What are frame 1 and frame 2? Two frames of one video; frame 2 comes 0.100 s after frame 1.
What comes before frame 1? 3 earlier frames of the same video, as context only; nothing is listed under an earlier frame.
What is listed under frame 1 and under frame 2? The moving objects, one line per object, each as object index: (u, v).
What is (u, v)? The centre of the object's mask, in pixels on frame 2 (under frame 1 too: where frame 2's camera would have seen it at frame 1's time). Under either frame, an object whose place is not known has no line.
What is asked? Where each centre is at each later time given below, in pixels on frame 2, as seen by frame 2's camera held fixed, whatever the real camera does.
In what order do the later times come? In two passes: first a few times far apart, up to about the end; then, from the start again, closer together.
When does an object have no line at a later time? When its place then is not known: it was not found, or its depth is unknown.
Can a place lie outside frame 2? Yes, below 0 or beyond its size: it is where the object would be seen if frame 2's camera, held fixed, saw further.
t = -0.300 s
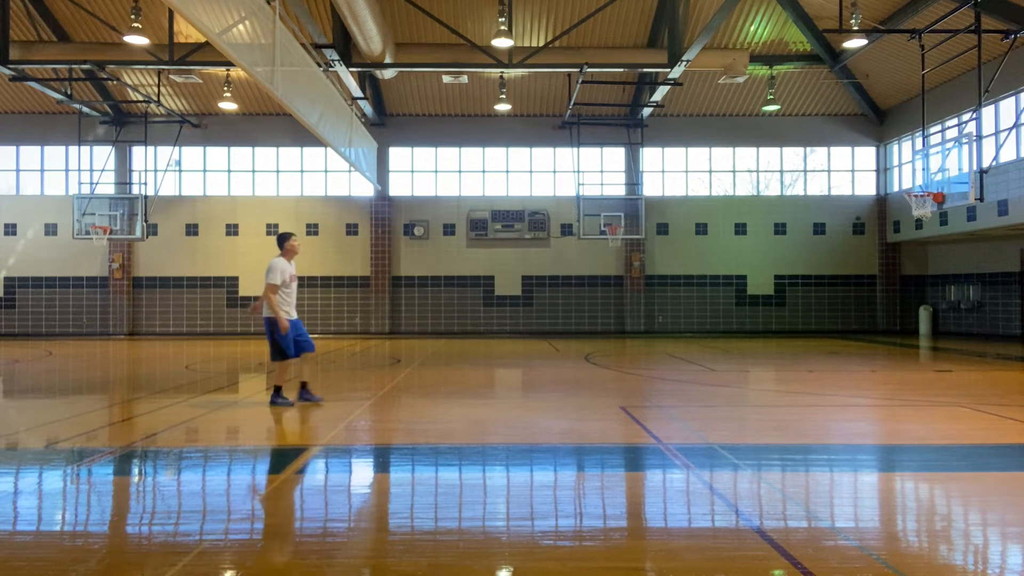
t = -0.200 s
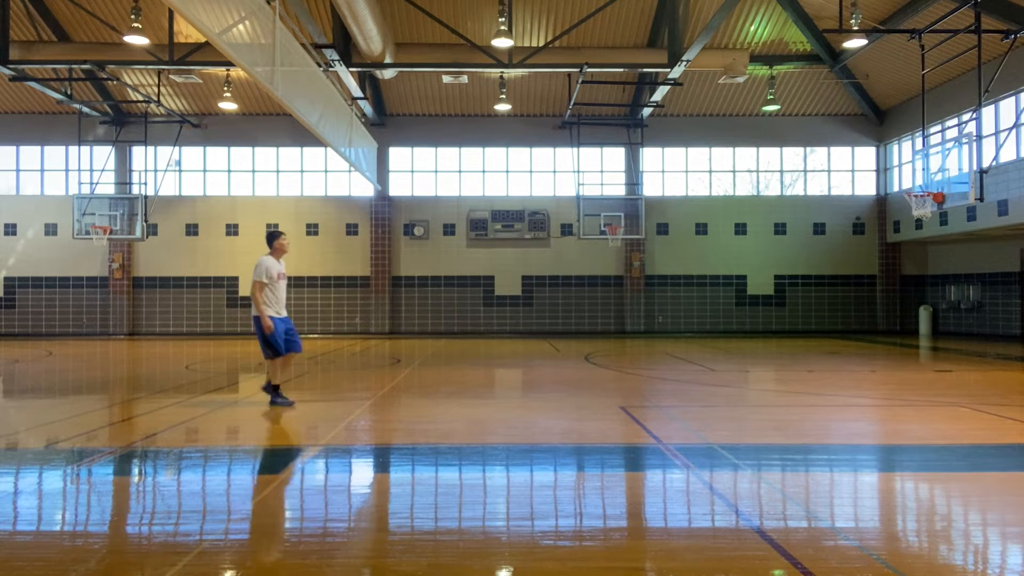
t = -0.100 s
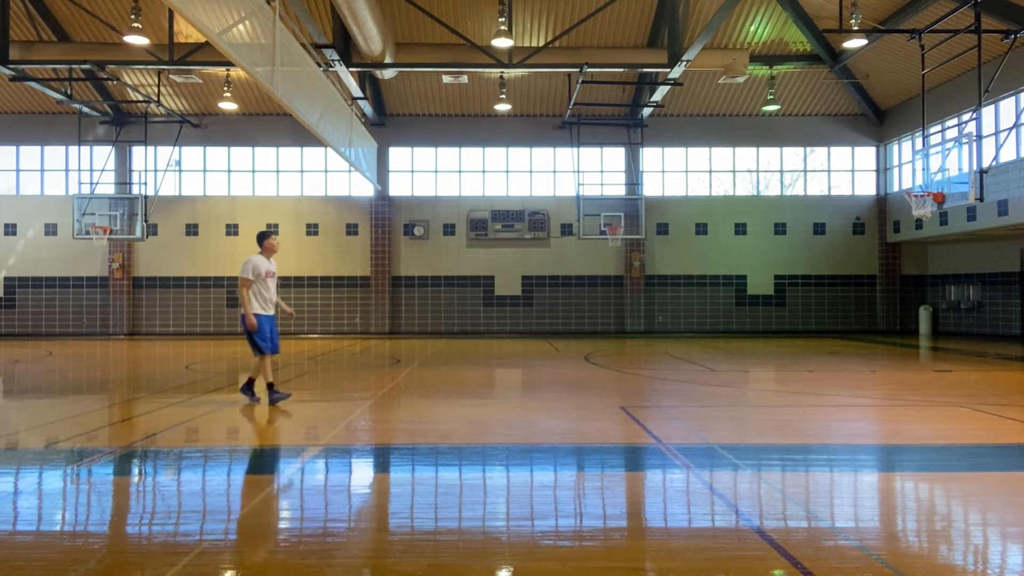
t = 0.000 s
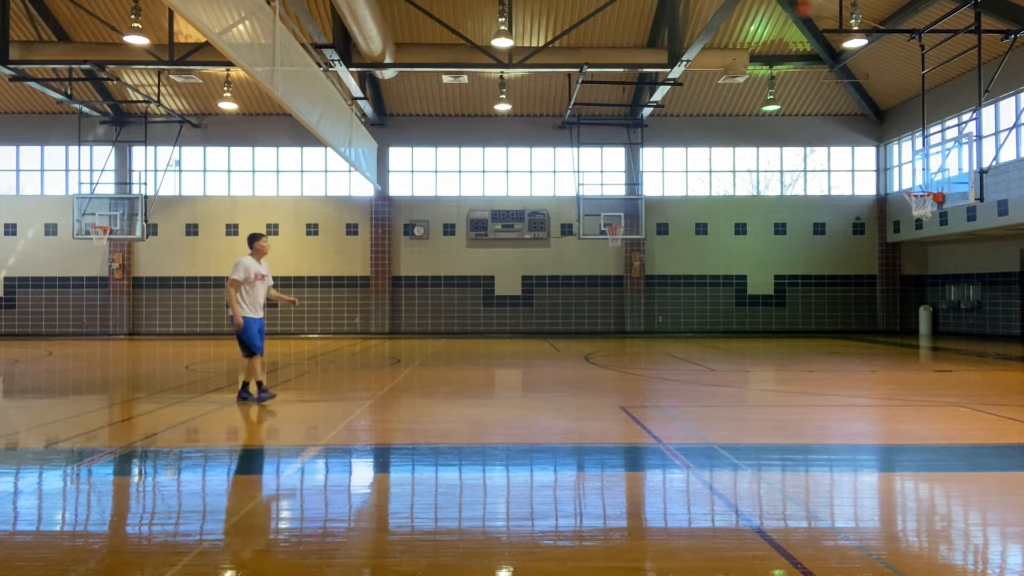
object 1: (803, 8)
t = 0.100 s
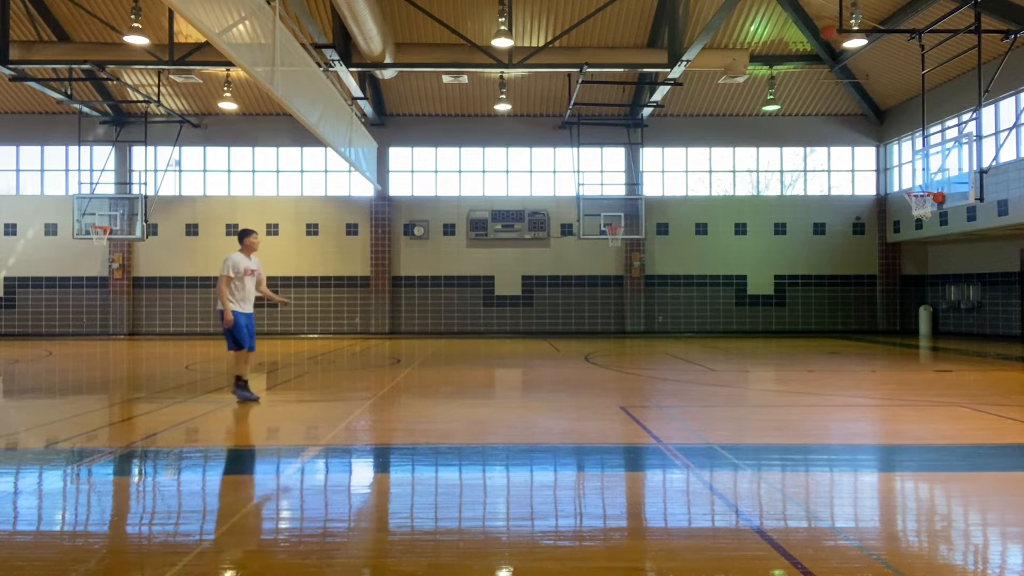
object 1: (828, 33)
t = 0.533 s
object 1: (917, 176)
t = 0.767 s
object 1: (913, 234)
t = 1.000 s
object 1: (893, 295)
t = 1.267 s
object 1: (872, 326)
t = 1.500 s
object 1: (852, 287)
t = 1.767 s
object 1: (831, 276)
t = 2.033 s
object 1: (810, 299)
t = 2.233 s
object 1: (794, 338)
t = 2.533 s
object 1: (774, 316)
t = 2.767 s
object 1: (757, 311)
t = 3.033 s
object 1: (739, 337)
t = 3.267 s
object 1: (724, 331)
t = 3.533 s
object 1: (709, 328)
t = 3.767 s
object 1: (695, 347)
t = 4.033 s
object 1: (680, 334)
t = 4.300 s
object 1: (665, 346)
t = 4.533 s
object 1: (653, 340)
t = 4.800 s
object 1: (639, 343)
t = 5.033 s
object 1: (627, 347)
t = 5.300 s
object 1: (614, 347)
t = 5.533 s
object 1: (601, 348)
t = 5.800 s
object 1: (588, 349)
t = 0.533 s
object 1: (917, 176)
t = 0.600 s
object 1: (929, 200)
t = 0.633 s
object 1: (923, 210)
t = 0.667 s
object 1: (921, 215)
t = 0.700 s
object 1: (918, 221)
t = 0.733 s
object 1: (915, 227)
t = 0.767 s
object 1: (913, 234)
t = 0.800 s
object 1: (909, 242)
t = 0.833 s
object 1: (906, 249)
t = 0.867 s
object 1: (904, 257)
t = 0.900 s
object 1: (901, 266)
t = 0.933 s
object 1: (898, 275)
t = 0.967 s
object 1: (896, 285)
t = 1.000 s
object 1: (893, 295)
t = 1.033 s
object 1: (891, 306)
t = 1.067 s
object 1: (888, 317)
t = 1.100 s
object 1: (886, 328)
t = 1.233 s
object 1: (875, 333)
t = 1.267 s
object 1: (872, 326)
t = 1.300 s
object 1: (869, 318)
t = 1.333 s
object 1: (866, 311)
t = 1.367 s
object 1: (863, 306)
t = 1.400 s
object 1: (861, 300)
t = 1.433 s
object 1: (858, 296)
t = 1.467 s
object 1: (855, 291)
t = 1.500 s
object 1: (852, 287)
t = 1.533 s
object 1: (850, 284)
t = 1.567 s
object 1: (847, 282)
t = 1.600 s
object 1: (844, 279)
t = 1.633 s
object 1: (841, 277)
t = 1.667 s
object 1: (839, 276)
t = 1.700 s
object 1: (837, 276)
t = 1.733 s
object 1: (834, 276)
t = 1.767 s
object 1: (831, 276)
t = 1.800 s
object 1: (828, 277)
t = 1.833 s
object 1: (825, 279)
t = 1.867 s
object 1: (823, 281)
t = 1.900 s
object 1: (820, 283)
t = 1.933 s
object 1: (817, 287)
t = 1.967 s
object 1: (815, 291)
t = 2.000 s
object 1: (812, 294)
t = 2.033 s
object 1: (810, 299)
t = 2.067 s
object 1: (807, 305)
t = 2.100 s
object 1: (804, 310)
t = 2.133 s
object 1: (802, 317)
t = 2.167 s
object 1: (800, 323)
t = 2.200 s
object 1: (797, 331)
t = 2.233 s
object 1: (794, 338)
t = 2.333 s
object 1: (788, 340)
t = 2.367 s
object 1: (785, 334)
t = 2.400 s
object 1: (783, 331)
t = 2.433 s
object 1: (780, 326)
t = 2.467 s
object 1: (778, 323)
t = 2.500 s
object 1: (776, 319)
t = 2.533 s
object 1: (774, 316)
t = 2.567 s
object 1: (771, 314)
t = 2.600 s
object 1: (769, 311)
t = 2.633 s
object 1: (766, 311)
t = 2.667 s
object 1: (765, 310)
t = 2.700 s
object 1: (762, 309)
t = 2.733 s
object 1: (759, 310)
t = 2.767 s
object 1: (757, 311)
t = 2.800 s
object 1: (754, 313)
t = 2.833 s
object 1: (753, 314)
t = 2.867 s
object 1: (750, 317)
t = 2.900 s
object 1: (748, 320)
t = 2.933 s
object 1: (745, 323)
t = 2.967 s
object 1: (743, 328)
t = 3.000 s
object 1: (741, 332)
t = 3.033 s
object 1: (739, 337)
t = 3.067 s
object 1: (737, 343)
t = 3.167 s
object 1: (731, 341)
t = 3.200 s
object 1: (728, 337)
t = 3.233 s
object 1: (727, 333)
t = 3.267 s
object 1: (724, 331)
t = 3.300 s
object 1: (722, 329)
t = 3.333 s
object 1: (721, 327)
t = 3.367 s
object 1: (718, 325)
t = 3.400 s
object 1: (717, 325)
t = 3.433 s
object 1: (715, 325)
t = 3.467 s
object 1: (713, 325)
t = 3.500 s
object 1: (711, 326)
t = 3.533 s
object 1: (709, 328)
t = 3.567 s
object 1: (707, 329)
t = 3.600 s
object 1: (705, 331)
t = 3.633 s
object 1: (703, 334)
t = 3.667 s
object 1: (701, 338)
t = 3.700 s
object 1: (699, 342)
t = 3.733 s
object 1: (697, 348)
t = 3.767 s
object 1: (695, 347)
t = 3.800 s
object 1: (693, 344)
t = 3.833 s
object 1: (691, 340)
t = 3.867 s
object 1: (689, 338)
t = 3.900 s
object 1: (688, 336)
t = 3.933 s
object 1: (686, 335)
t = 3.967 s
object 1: (684, 334)
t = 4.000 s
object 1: (682, 334)
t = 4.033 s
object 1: (680, 334)
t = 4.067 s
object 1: (678, 334)
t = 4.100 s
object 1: (677, 335)
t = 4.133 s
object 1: (675, 337)
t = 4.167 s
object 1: (673, 340)
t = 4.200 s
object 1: (671, 343)
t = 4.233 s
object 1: (669, 347)
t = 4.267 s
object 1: (668, 349)
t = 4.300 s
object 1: (665, 346)
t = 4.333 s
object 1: (664, 343)
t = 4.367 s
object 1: (662, 341)
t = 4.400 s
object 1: (660, 340)
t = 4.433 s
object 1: (658, 340)
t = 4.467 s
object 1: (656, 339)
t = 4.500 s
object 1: (655, 340)
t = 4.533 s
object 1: (653, 340)
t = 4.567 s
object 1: (651, 342)
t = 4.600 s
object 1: (649, 344)
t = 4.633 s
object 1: (648, 347)
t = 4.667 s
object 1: (646, 349)
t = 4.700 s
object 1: (644, 347)
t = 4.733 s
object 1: (642, 345)
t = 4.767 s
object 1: (640, 344)
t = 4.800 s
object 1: (639, 343)
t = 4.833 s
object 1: (637, 343)
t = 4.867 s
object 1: (636, 343)
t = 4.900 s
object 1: (634, 344)
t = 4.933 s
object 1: (632, 346)
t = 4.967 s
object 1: (630, 348)
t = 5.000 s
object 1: (629, 348)
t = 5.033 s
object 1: (627, 347)
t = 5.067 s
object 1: (625, 346)
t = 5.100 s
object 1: (623, 345)
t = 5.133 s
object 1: (622, 345)
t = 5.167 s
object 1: (620, 346)
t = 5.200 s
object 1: (619, 347)
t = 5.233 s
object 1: (616, 348)
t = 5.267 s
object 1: (615, 348)
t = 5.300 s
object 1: (614, 347)
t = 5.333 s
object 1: (612, 347)
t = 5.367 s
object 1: (610, 347)
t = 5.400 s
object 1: (608, 347)
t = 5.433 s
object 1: (606, 348)
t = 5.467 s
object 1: (605, 349)
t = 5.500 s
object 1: (603, 348)
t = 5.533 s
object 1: (601, 348)
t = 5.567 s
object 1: (599, 347)
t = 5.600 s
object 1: (598, 348)
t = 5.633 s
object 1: (596, 349)
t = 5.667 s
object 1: (595, 348)
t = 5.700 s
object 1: (593, 348)
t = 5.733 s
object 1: (592, 348)
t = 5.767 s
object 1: (590, 348)
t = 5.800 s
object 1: (588, 349)
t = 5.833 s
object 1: (587, 349)
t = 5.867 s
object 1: (585, 349)
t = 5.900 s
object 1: (584, 349)
